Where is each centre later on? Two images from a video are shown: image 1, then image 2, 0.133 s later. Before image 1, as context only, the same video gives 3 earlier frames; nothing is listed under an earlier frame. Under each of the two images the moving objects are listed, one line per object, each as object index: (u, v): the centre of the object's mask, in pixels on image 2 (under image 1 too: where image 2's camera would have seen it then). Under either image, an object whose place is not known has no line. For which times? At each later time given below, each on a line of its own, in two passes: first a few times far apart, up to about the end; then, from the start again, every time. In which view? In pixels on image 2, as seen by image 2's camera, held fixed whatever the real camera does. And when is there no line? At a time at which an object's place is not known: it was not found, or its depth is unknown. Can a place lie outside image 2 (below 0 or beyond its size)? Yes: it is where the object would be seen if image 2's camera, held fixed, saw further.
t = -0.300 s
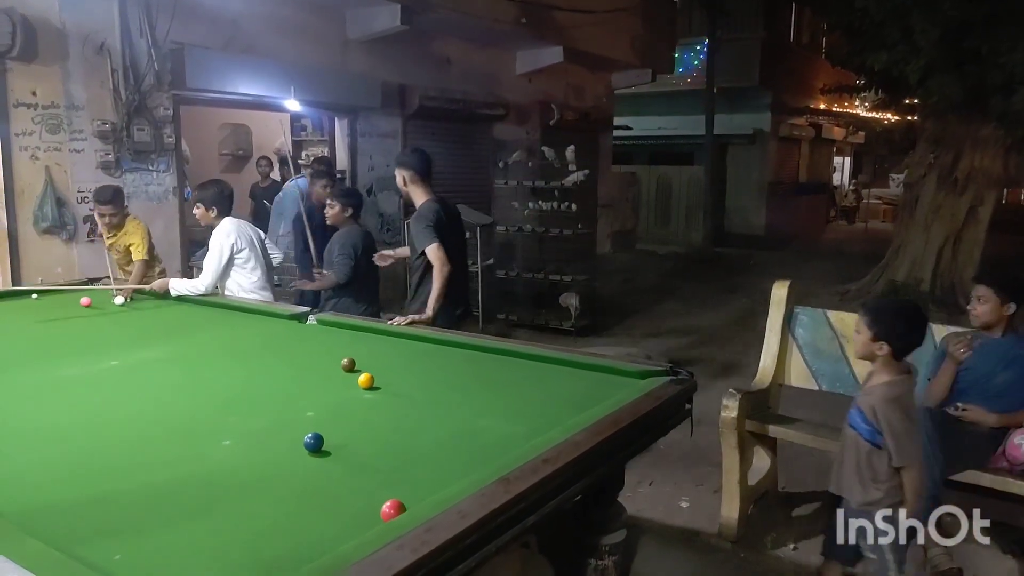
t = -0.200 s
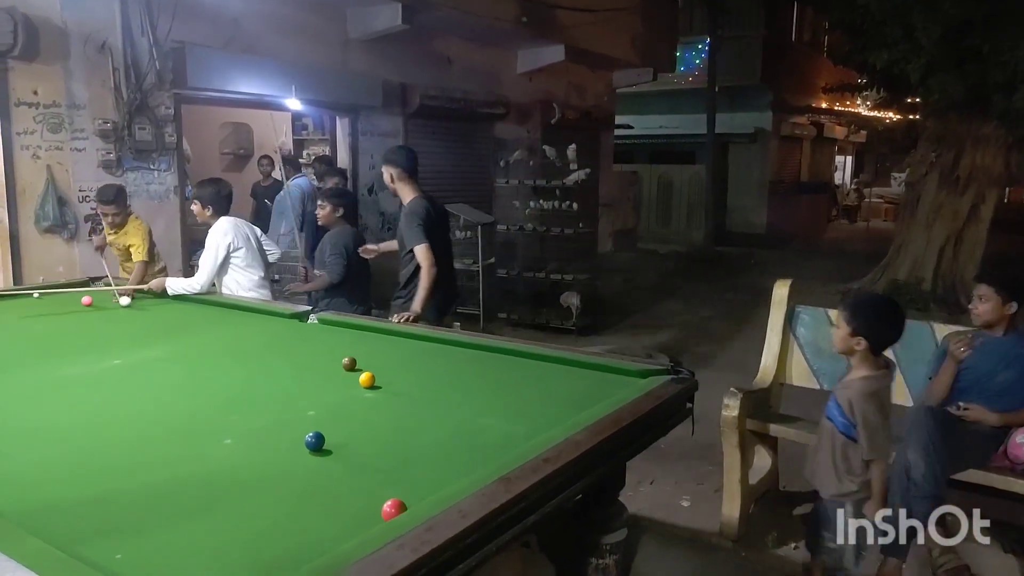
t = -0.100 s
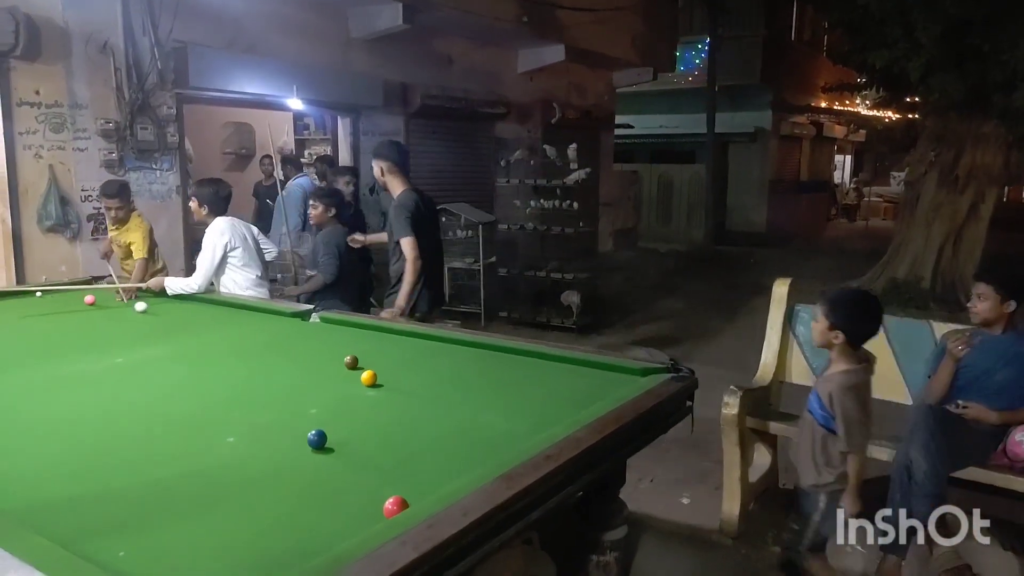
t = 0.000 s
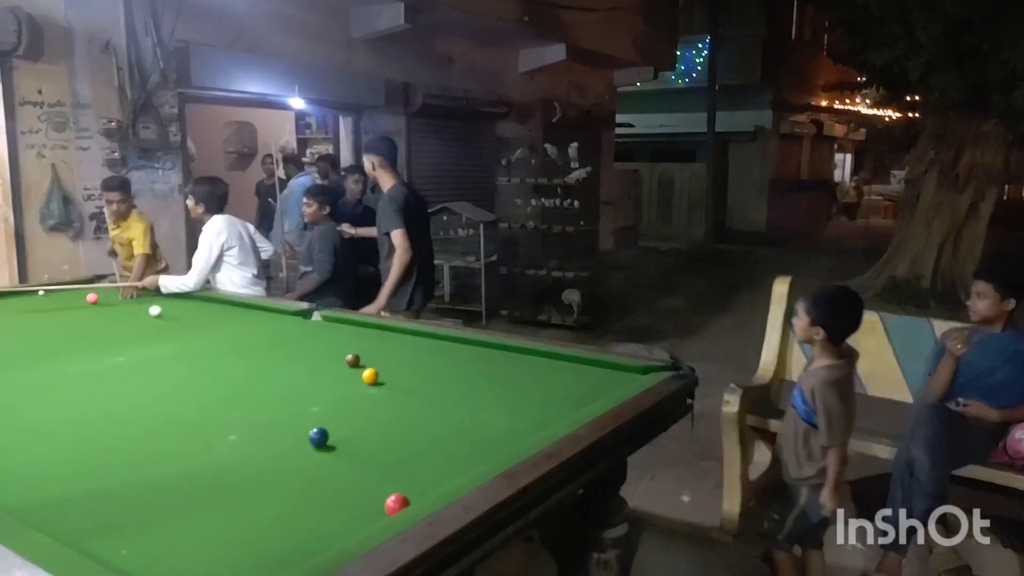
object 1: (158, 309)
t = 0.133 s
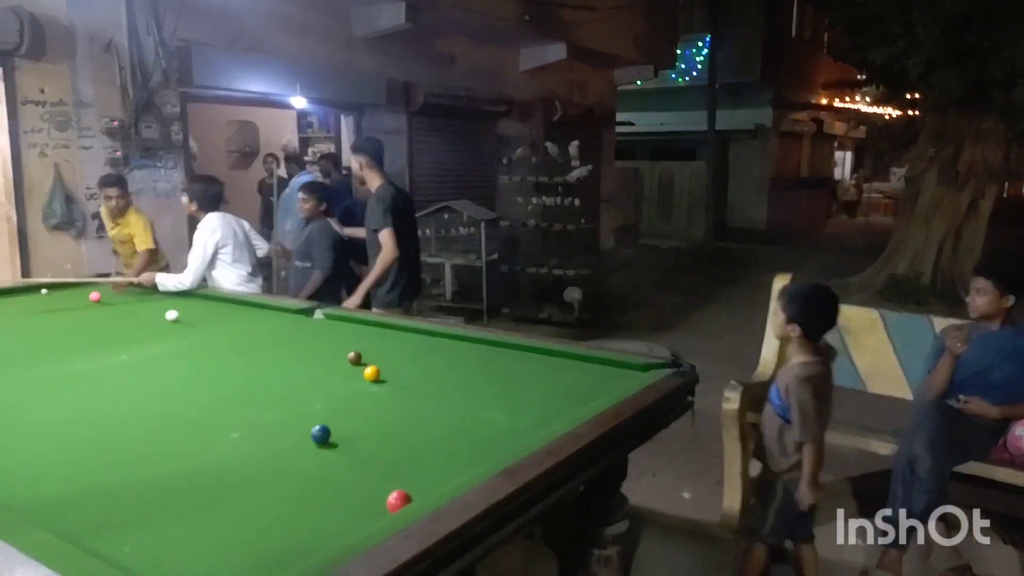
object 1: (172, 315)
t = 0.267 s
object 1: (186, 322)
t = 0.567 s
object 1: (222, 339)
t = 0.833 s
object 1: (258, 356)
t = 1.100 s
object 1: (301, 375)
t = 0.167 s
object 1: (175, 317)
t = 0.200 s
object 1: (179, 318)
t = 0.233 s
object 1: (182, 320)
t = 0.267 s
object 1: (186, 322)
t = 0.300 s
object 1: (189, 324)
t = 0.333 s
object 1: (193, 326)
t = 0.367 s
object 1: (197, 327)
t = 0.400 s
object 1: (201, 329)
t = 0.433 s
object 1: (205, 331)
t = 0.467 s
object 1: (209, 333)
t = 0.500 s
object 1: (213, 335)
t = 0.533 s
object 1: (217, 337)
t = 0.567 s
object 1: (222, 339)
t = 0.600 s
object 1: (226, 341)
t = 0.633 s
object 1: (231, 343)
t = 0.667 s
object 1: (236, 345)
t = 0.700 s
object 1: (240, 347)
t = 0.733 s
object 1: (244, 349)
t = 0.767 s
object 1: (249, 351)
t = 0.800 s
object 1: (254, 354)
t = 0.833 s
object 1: (258, 356)
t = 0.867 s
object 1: (263, 358)
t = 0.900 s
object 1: (268, 360)
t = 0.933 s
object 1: (274, 362)
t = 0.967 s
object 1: (279, 365)
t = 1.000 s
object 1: (284, 367)
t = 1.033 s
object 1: (290, 370)
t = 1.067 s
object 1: (295, 372)
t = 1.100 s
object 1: (301, 375)
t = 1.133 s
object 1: (306, 378)
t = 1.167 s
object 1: (312, 380)
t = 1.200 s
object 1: (318, 383)
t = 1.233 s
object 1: (324, 386)
